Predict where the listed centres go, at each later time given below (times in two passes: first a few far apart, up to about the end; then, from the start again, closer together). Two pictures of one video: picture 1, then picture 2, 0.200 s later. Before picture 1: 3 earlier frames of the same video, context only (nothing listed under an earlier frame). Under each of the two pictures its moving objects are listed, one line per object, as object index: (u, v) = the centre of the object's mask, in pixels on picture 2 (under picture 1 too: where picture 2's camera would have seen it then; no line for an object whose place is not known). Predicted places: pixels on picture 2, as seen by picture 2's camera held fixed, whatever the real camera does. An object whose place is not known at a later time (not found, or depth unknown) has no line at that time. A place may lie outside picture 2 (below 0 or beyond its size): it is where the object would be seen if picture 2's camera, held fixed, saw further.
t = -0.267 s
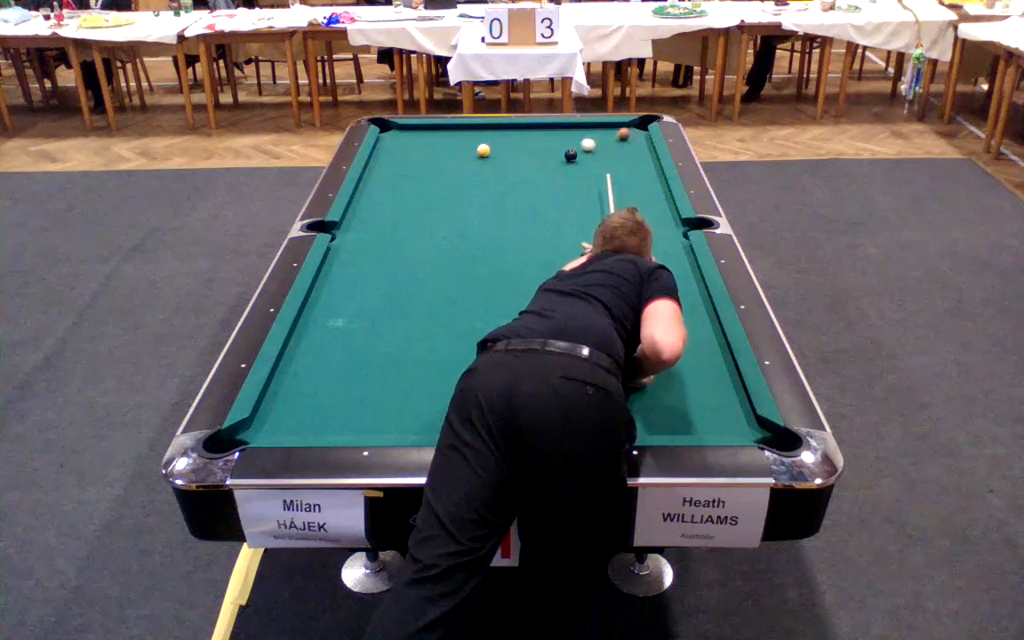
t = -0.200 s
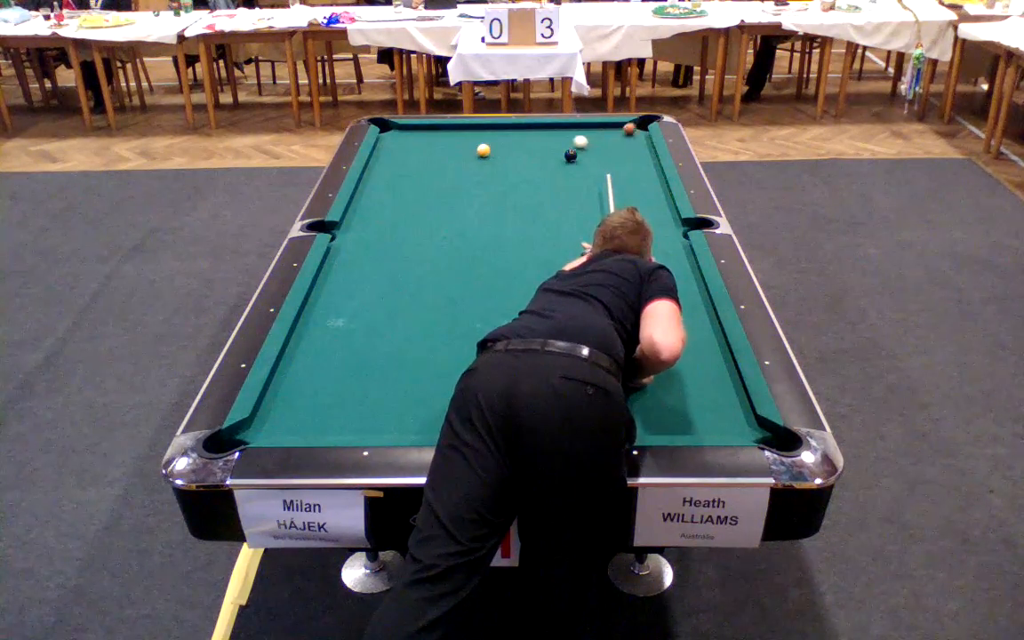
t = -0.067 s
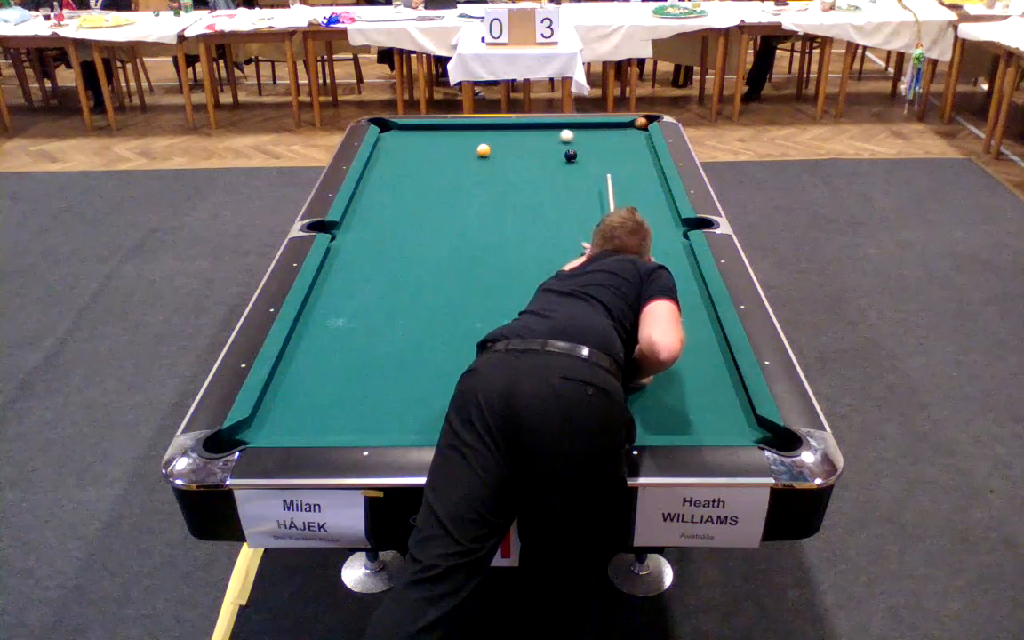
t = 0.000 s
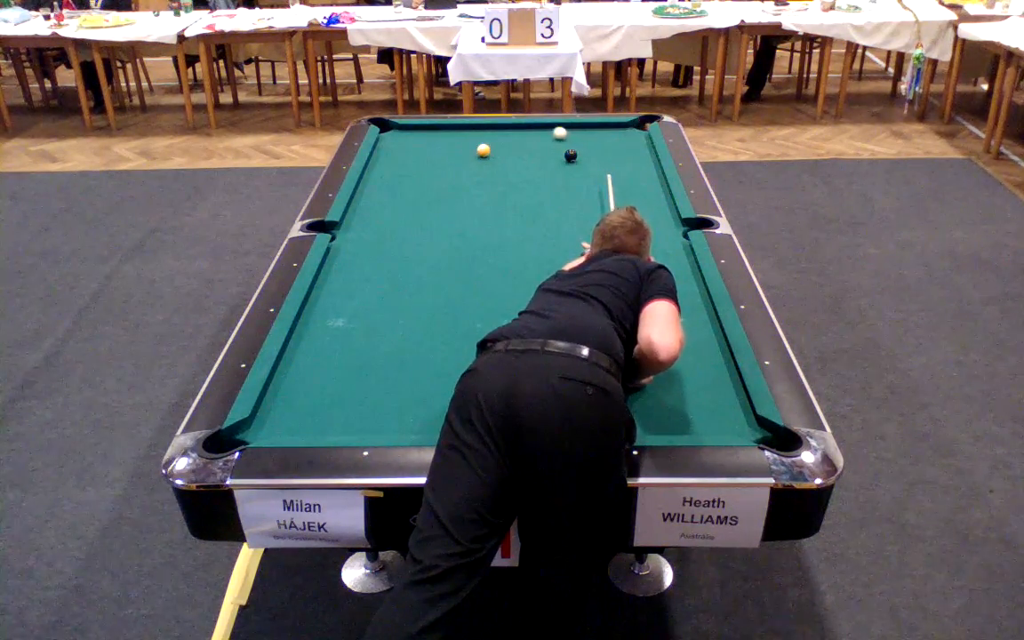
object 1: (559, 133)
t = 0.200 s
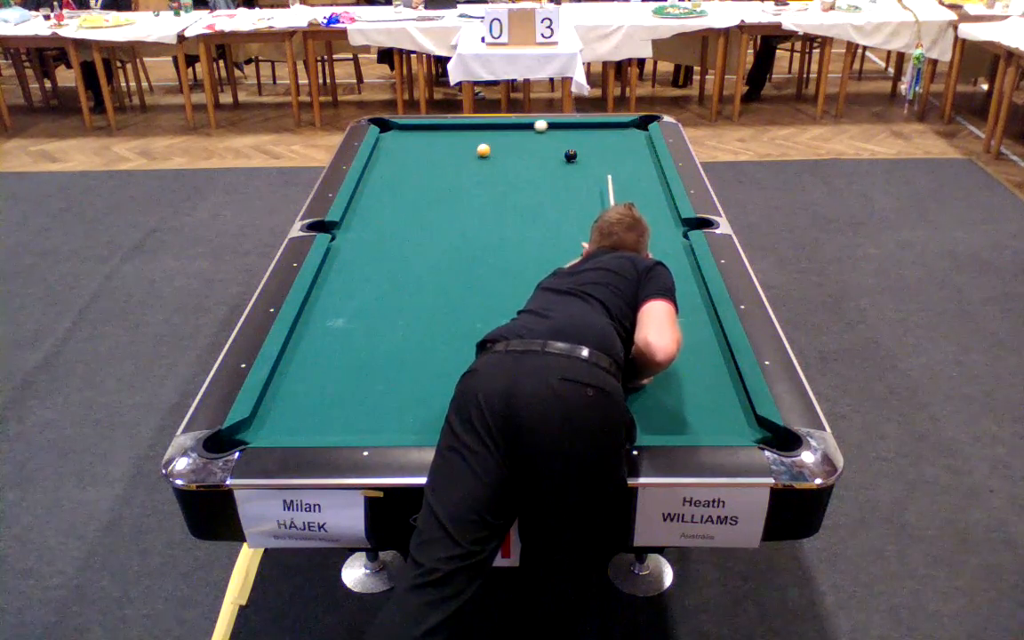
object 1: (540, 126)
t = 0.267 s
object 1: (534, 128)
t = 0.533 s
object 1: (508, 134)
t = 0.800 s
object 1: (483, 139)
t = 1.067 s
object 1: (457, 146)
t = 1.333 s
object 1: (432, 153)
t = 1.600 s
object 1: (407, 158)
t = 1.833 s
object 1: (386, 163)
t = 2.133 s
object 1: (374, 169)
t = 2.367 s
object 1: (383, 173)
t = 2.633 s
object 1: (392, 177)
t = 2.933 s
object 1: (402, 181)
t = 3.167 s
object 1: (409, 184)
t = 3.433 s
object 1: (417, 187)
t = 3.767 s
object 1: (425, 190)
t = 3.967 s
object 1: (430, 192)
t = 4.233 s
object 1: (435, 194)
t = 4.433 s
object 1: (438, 195)
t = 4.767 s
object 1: (442, 197)
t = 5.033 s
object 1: (444, 198)
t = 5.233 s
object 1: (445, 198)
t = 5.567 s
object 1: (445, 198)
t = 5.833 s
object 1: (445, 198)
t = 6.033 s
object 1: (445, 198)
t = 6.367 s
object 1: (445, 198)
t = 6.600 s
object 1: (445, 198)
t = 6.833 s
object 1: (445, 198)
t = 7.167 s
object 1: (445, 198)
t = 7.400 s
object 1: (445, 198)
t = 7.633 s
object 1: (445, 198)
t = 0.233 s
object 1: (537, 127)
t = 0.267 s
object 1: (534, 128)
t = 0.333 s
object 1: (527, 129)
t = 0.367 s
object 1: (524, 130)
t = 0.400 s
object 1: (521, 131)
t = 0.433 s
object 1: (518, 131)
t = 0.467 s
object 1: (515, 132)
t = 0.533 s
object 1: (508, 134)
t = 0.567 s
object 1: (505, 135)
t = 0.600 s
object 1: (502, 135)
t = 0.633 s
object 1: (498, 136)
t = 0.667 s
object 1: (495, 137)
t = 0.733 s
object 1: (489, 138)
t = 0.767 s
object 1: (486, 138)
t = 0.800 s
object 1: (483, 139)
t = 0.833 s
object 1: (479, 140)
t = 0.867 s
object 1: (476, 141)
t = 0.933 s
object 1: (470, 143)
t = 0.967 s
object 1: (467, 144)
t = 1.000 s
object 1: (463, 145)
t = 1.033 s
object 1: (460, 146)
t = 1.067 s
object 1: (457, 146)
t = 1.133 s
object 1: (451, 148)
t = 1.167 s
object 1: (448, 149)
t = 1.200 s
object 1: (444, 149)
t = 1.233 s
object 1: (441, 150)
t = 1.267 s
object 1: (438, 151)
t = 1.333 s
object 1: (432, 153)
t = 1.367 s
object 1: (429, 153)
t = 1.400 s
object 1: (426, 154)
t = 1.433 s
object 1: (423, 155)
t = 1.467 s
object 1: (420, 155)
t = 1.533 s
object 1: (413, 157)
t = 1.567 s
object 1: (410, 158)
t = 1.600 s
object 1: (407, 158)
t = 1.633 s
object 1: (404, 159)
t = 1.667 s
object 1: (401, 160)
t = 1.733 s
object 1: (395, 161)
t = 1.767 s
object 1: (392, 162)
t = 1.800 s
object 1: (389, 163)
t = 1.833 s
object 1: (386, 163)
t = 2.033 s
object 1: (375, 167)
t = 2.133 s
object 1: (374, 169)
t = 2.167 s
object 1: (376, 170)
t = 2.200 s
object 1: (377, 170)
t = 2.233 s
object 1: (378, 171)
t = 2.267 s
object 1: (379, 171)
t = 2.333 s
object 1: (382, 172)
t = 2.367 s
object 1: (383, 173)
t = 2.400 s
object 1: (384, 174)
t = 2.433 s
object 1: (385, 174)
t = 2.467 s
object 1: (387, 174)
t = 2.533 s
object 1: (389, 176)
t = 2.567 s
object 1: (390, 176)
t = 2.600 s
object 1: (391, 176)
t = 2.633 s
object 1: (392, 177)
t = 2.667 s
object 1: (393, 178)
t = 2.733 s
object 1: (396, 178)
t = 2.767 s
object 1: (397, 179)
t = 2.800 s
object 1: (398, 179)
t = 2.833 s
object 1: (399, 180)
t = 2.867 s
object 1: (400, 180)
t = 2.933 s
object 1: (402, 181)
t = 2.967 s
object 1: (403, 181)
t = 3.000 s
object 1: (404, 182)
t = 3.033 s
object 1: (405, 182)
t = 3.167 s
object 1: (409, 184)
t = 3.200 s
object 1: (410, 184)
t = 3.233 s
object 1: (411, 185)
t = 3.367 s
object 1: (415, 186)
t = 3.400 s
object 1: (416, 186)
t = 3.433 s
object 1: (417, 187)
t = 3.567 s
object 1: (420, 188)
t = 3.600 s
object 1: (421, 189)
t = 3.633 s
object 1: (422, 189)
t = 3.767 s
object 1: (425, 190)
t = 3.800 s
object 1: (426, 190)
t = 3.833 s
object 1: (427, 191)
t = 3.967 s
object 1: (430, 192)
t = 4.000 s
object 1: (430, 192)
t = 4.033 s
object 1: (431, 192)
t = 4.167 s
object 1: (433, 193)
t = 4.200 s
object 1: (434, 194)
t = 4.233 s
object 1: (435, 194)
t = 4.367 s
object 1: (437, 195)
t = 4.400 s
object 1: (437, 195)
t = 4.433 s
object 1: (438, 195)
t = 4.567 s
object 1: (440, 196)
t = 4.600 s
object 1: (440, 196)
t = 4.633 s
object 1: (440, 196)
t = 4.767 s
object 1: (442, 197)
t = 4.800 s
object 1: (442, 197)
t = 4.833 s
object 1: (442, 197)
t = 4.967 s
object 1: (443, 198)
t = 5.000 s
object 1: (443, 198)
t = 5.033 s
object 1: (444, 198)
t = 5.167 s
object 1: (444, 198)
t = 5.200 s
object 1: (445, 198)
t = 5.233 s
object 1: (445, 198)
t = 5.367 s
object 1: (445, 198)
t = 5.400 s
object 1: (445, 198)
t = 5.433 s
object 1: (445, 198)
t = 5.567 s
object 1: (445, 198)
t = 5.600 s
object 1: (445, 198)
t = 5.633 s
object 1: (445, 198)
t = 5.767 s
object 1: (445, 198)
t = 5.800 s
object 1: (445, 198)
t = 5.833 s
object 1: (445, 198)
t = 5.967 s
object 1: (445, 199)
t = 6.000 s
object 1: (445, 198)
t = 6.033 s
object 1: (445, 198)
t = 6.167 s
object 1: (445, 198)
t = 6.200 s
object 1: (445, 198)
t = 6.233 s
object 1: (445, 198)
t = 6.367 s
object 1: (445, 198)
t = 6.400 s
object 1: (445, 198)
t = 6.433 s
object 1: (445, 198)
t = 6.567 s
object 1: (445, 198)
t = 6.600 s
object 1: (445, 198)
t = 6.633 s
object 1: (445, 198)
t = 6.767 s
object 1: (445, 198)
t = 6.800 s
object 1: (445, 198)
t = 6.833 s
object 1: (445, 198)
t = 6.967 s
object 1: (445, 199)
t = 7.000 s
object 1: (445, 198)
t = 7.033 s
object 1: (445, 198)
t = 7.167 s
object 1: (445, 198)
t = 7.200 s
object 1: (445, 198)
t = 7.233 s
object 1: (445, 198)
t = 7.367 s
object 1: (445, 198)
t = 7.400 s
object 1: (445, 198)
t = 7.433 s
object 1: (445, 198)
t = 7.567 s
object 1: (445, 198)
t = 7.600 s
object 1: (445, 198)
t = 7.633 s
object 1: (445, 198)
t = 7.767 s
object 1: (445, 198)
